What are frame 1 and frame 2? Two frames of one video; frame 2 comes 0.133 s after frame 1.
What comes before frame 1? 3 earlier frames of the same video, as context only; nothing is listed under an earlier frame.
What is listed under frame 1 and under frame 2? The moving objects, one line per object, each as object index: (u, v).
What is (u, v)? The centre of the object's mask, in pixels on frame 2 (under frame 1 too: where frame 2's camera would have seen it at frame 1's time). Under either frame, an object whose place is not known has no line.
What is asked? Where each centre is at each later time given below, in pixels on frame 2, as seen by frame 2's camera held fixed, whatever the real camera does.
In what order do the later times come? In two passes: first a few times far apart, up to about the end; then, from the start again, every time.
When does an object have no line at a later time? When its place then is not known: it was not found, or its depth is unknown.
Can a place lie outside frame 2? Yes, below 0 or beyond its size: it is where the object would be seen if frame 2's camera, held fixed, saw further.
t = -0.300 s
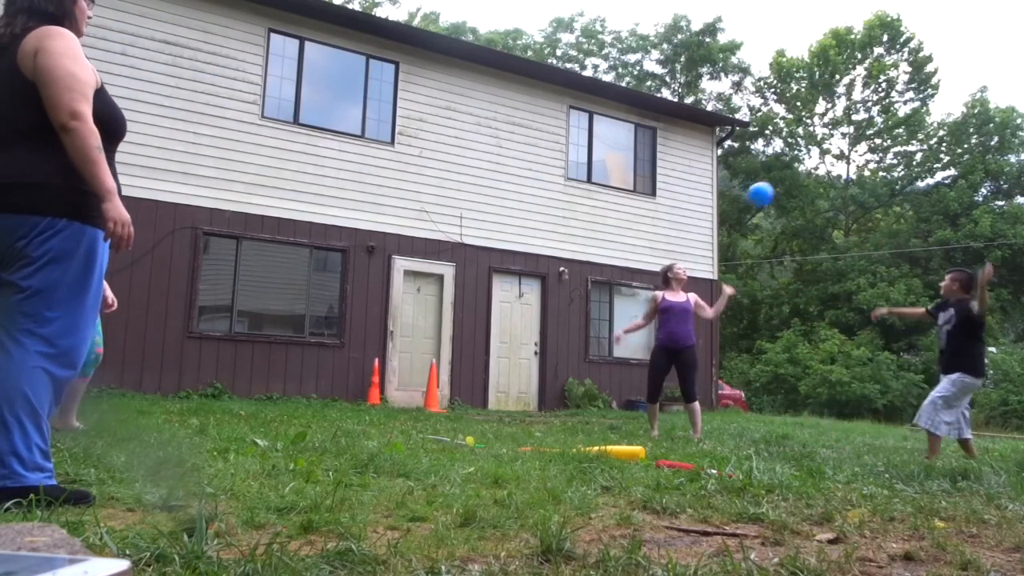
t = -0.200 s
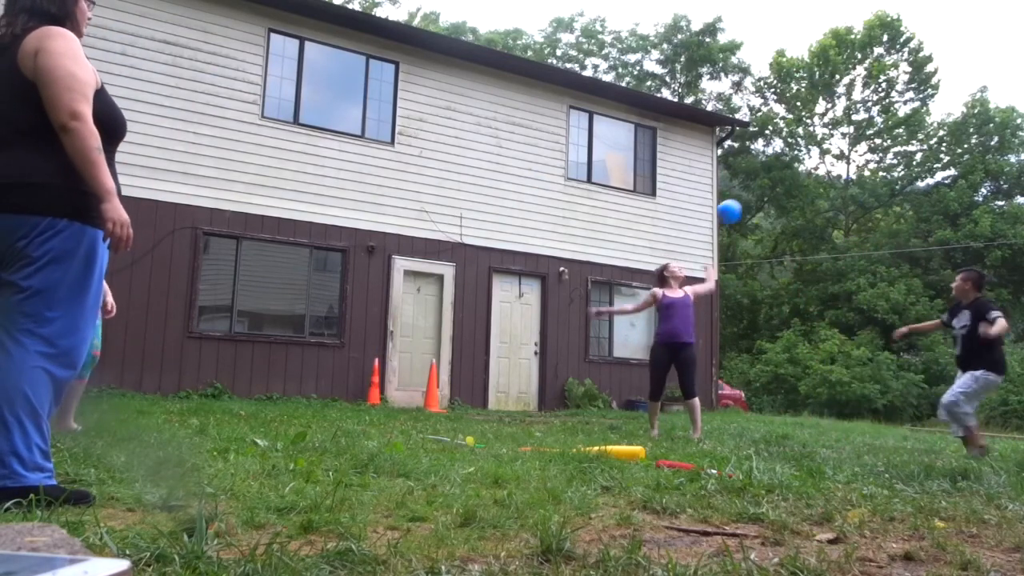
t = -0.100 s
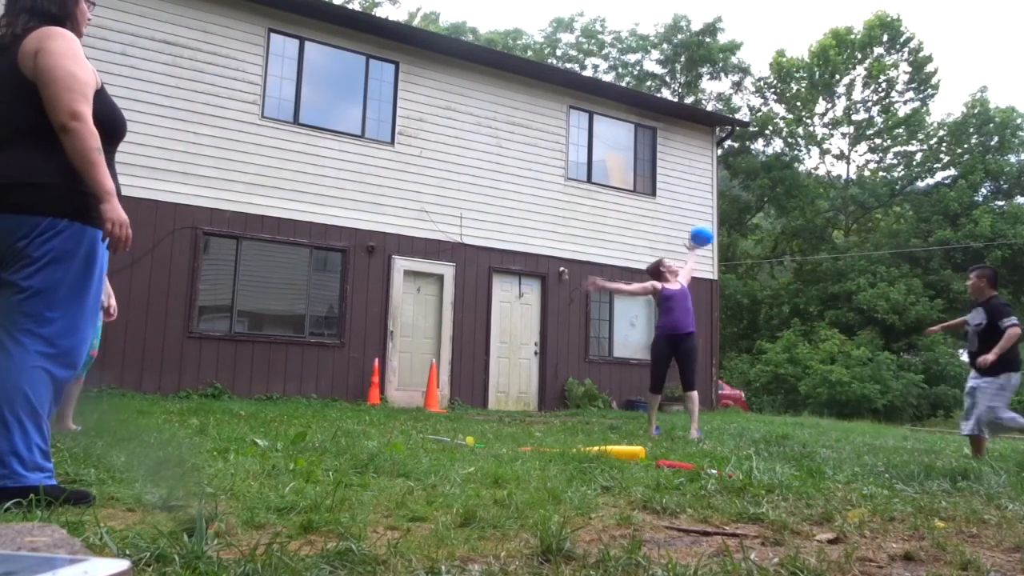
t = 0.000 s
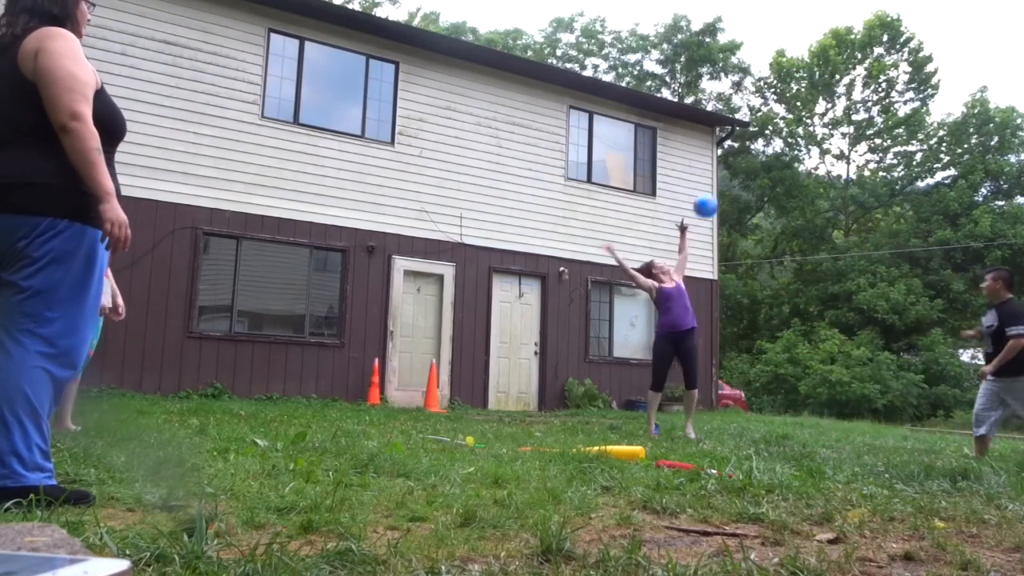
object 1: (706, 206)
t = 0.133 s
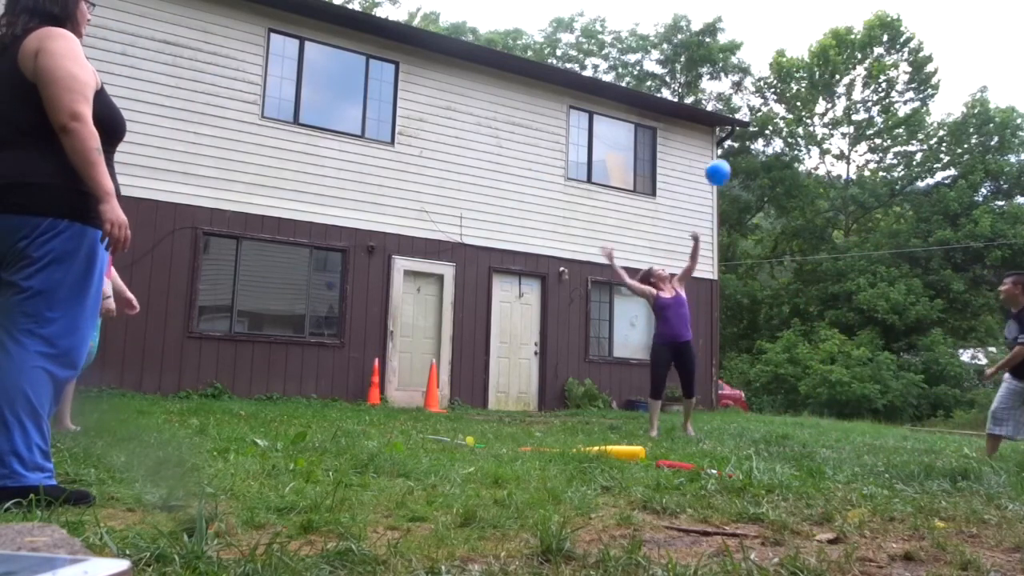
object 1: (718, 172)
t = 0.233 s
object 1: (729, 156)
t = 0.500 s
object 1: (756, 171)
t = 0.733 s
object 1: (793, 262)
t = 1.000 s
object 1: (851, 449)
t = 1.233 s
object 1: (907, 426)
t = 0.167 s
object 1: (722, 166)
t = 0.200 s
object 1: (725, 160)
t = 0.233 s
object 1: (729, 156)
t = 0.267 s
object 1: (731, 154)
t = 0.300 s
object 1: (735, 152)
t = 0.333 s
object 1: (738, 152)
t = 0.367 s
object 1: (743, 153)
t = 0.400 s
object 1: (746, 156)
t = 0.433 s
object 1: (749, 159)
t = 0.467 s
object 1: (753, 165)
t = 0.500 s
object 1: (756, 171)
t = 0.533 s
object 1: (760, 179)
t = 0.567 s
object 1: (764, 189)
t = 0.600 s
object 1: (770, 200)
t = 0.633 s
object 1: (774, 213)
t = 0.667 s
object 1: (781, 228)
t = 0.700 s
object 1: (786, 244)
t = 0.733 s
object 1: (793, 262)
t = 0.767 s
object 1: (799, 283)
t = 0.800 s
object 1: (805, 305)
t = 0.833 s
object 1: (812, 328)
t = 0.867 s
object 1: (818, 356)
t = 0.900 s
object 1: (826, 385)
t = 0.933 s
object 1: (833, 414)
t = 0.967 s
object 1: (842, 444)
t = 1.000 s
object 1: (851, 449)
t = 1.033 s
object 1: (858, 444)
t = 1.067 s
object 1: (867, 437)
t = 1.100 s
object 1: (874, 431)
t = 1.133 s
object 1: (882, 427)
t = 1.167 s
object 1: (891, 425)
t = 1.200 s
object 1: (899, 425)
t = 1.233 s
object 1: (907, 426)
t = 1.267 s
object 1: (915, 430)
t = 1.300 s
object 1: (923, 435)
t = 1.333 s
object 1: (931, 442)
